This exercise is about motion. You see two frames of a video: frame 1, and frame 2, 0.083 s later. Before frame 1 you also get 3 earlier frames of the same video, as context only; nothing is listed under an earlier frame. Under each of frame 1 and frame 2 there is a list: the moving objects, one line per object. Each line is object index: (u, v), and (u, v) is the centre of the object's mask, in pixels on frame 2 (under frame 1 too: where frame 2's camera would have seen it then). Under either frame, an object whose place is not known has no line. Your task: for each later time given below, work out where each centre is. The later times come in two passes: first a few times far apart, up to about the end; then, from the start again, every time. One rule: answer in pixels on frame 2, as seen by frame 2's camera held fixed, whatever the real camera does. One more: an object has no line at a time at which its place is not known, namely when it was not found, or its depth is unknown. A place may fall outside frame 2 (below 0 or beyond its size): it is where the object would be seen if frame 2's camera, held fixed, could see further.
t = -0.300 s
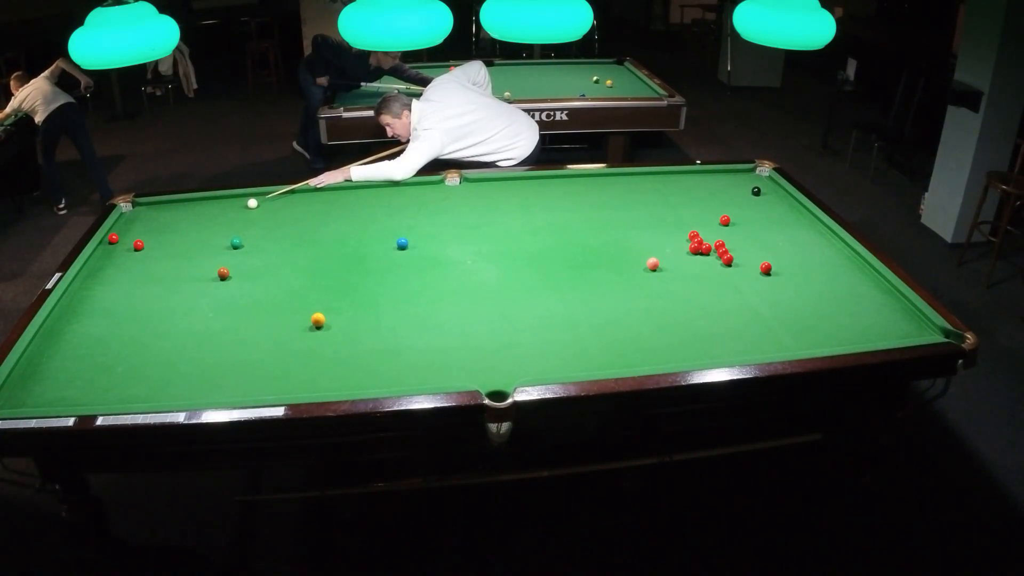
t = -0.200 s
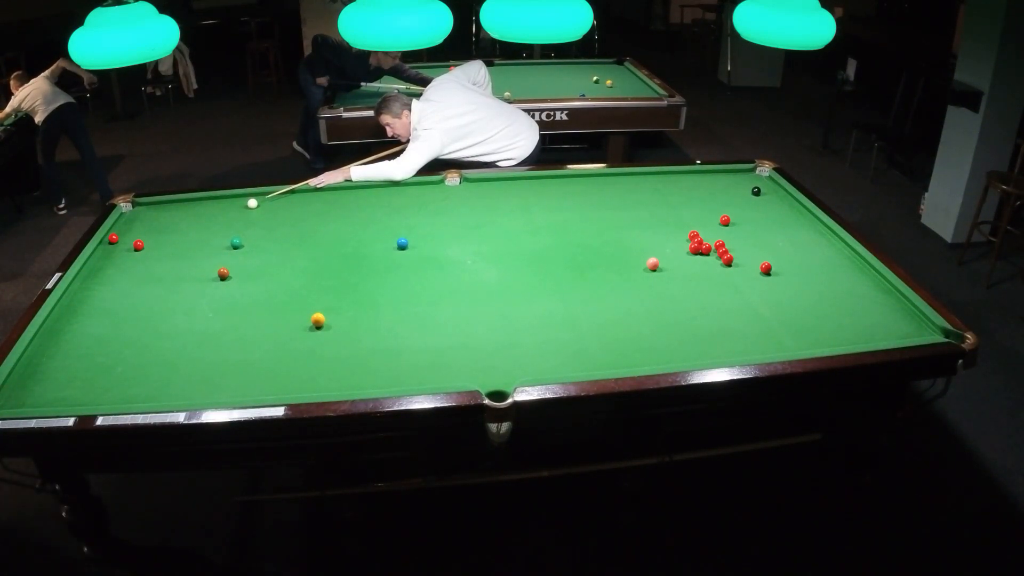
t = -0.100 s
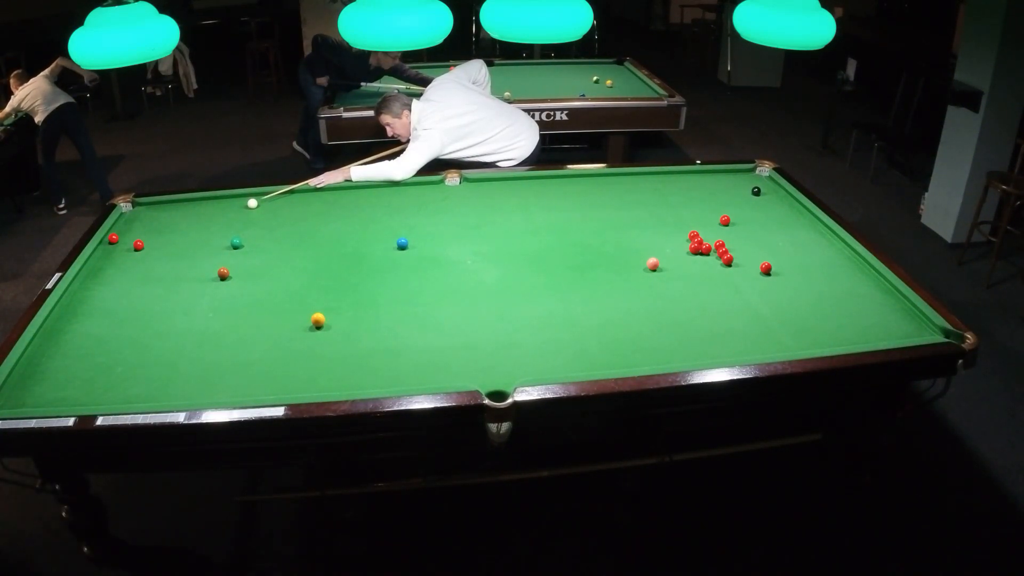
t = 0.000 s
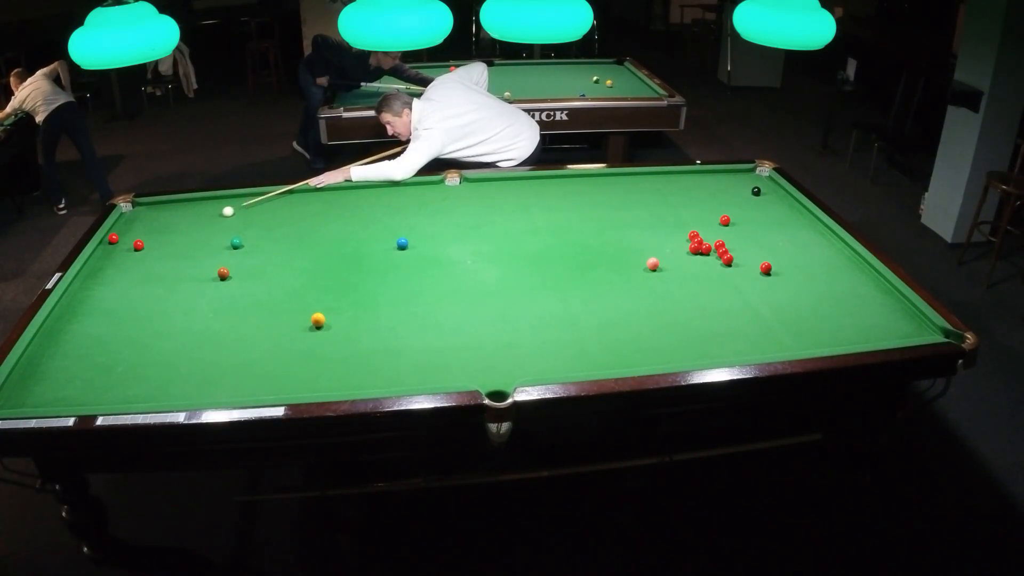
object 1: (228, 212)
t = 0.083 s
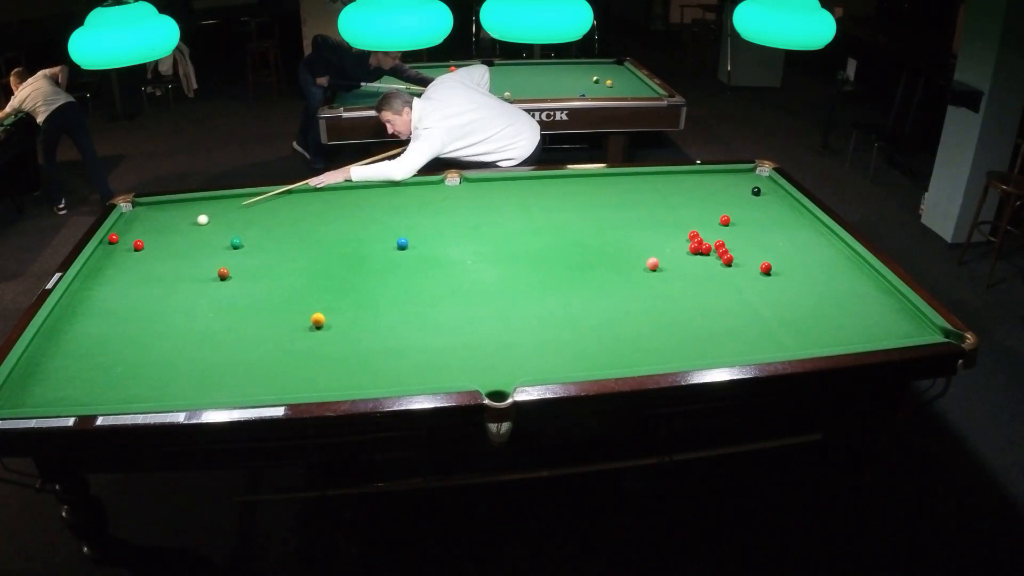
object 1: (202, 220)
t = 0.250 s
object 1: (151, 237)
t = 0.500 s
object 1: (108, 244)
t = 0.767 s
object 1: (153, 238)
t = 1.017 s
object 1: (192, 233)
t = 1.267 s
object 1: (233, 228)
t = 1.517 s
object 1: (273, 223)
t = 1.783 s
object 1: (313, 219)
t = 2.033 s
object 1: (350, 215)
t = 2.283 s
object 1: (385, 212)
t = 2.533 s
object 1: (419, 209)
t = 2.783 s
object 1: (451, 205)
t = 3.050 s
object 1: (483, 203)
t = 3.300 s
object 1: (512, 200)
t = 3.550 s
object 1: (538, 198)
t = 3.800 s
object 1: (563, 196)
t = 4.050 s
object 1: (586, 194)
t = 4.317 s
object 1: (608, 192)
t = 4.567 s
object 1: (628, 191)
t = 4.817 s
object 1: (645, 190)
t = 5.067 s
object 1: (661, 188)
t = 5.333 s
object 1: (676, 187)
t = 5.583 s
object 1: (689, 186)
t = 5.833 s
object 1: (700, 185)
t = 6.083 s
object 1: (711, 184)
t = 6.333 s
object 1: (720, 184)
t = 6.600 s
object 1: (728, 183)
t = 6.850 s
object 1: (735, 183)
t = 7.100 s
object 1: (741, 182)
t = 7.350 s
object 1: (745, 182)
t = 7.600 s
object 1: (749, 182)
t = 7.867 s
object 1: (752, 181)
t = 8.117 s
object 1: (754, 181)
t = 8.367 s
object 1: (755, 181)
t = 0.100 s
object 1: (197, 222)
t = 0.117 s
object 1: (192, 223)
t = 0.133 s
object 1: (187, 225)
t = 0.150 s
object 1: (182, 227)
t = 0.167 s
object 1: (177, 229)
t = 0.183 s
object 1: (172, 230)
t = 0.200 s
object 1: (167, 232)
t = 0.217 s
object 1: (162, 234)
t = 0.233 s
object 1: (156, 235)
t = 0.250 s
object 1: (151, 237)
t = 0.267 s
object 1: (146, 239)
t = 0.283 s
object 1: (142, 239)
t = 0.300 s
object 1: (138, 239)
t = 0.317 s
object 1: (134, 240)
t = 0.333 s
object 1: (130, 240)
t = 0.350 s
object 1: (127, 241)
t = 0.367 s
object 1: (123, 242)
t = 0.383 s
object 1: (119, 242)
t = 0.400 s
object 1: (115, 242)
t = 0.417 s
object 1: (111, 243)
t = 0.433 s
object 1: (107, 244)
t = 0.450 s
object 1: (104, 244)
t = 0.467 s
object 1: (102, 244)
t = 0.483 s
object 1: (105, 244)
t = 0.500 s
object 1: (108, 244)
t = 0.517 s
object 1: (111, 243)
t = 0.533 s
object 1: (114, 243)
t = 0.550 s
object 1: (117, 242)
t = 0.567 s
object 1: (120, 242)
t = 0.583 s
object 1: (123, 242)
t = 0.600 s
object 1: (125, 241)
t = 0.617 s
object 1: (128, 241)
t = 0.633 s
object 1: (131, 241)
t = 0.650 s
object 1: (133, 240)
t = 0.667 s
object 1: (136, 240)
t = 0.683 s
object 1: (139, 240)
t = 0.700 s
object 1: (142, 239)
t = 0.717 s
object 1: (145, 239)
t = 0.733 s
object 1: (147, 239)
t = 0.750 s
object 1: (150, 238)
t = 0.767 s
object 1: (153, 238)
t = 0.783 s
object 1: (156, 238)
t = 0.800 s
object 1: (158, 237)
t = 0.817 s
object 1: (161, 237)
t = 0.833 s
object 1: (164, 237)
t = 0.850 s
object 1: (167, 236)
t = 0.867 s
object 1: (169, 236)
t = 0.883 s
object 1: (172, 235)
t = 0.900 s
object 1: (175, 235)
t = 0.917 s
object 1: (178, 235)
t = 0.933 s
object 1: (180, 235)
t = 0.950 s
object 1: (183, 234)
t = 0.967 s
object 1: (186, 234)
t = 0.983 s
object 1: (188, 233)
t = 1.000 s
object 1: (191, 233)
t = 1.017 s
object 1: (192, 233)
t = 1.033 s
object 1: (195, 233)
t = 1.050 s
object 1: (198, 232)
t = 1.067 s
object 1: (201, 232)
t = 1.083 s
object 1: (203, 231)
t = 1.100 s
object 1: (206, 231)
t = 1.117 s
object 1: (209, 231)
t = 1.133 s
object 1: (211, 231)
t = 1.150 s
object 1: (214, 230)
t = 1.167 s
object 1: (217, 230)
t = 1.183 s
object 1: (219, 230)
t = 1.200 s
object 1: (222, 229)
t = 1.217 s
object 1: (225, 229)
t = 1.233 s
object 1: (228, 229)
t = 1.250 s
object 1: (230, 228)
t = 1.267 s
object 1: (233, 228)
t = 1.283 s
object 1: (236, 228)
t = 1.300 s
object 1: (238, 228)
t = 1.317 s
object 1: (241, 227)
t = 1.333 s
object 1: (244, 227)
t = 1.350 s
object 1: (246, 227)
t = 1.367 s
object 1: (249, 226)
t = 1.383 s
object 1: (252, 226)
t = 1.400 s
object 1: (254, 226)
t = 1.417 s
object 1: (257, 225)
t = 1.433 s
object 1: (259, 225)
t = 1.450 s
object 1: (262, 225)
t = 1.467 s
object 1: (265, 224)
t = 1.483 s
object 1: (267, 224)
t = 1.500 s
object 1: (270, 224)
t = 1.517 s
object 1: (273, 223)
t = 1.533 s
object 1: (275, 223)
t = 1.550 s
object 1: (277, 223)
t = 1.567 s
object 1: (280, 223)
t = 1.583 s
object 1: (283, 223)
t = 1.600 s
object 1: (285, 222)
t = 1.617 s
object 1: (288, 222)
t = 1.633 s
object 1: (290, 222)
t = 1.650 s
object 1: (293, 221)
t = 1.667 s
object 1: (295, 221)
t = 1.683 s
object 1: (298, 221)
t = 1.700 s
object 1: (301, 221)
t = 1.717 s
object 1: (303, 220)
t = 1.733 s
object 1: (306, 220)
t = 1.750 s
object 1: (308, 220)
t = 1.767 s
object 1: (311, 220)
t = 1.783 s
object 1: (313, 219)
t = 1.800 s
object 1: (316, 219)
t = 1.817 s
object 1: (318, 219)
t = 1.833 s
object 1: (320, 218)
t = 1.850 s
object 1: (323, 218)
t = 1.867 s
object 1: (326, 218)
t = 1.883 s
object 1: (328, 217)
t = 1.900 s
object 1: (330, 217)
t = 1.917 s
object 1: (333, 217)
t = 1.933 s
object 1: (336, 217)
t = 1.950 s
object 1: (338, 216)
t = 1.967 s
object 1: (340, 216)
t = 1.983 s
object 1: (343, 216)
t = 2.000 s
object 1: (345, 216)
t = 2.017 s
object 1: (348, 215)
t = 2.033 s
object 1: (350, 215)
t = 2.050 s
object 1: (352, 215)
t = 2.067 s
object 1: (355, 215)
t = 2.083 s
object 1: (357, 215)
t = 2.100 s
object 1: (360, 214)
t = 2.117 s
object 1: (362, 214)
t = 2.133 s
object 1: (364, 214)
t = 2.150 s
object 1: (367, 213)
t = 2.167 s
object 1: (369, 213)
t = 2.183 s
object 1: (371, 213)
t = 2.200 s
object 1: (374, 213)
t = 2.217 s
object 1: (376, 213)
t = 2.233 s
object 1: (378, 213)
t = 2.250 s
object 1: (381, 212)
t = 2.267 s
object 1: (383, 212)
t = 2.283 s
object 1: (385, 212)
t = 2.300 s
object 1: (388, 212)
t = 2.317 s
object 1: (390, 211)
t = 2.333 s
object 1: (392, 211)
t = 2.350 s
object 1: (395, 211)
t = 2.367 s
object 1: (397, 211)
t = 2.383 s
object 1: (399, 210)
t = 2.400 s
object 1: (401, 210)
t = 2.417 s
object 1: (404, 210)
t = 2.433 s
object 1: (406, 210)
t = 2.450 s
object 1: (408, 210)
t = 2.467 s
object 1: (410, 209)
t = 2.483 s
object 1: (413, 209)
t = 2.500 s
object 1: (415, 209)
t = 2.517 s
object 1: (417, 209)
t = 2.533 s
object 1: (419, 209)
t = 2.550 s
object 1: (421, 208)
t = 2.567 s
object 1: (424, 208)
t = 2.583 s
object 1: (426, 208)
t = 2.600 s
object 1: (428, 208)
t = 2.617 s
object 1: (430, 207)
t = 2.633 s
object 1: (432, 207)
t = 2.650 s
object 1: (434, 207)
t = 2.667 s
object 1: (436, 207)
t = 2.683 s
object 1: (439, 207)
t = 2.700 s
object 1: (441, 206)
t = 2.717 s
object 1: (443, 206)
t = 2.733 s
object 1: (445, 206)
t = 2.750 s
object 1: (447, 206)
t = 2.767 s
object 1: (449, 206)
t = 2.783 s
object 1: (451, 205)
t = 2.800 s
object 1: (453, 205)
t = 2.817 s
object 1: (455, 205)
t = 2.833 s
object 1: (457, 205)
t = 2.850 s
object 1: (459, 205)
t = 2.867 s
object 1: (461, 204)
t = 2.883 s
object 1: (463, 204)
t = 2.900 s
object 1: (465, 204)
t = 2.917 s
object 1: (467, 204)
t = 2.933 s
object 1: (469, 204)
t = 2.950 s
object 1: (471, 204)
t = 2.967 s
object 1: (473, 203)
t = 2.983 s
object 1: (475, 203)
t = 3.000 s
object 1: (477, 203)
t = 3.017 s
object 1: (479, 203)
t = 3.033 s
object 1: (481, 203)
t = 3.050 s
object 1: (483, 203)
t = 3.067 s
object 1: (485, 202)
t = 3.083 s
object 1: (487, 202)
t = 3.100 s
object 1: (489, 202)
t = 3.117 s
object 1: (491, 202)
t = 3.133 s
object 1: (493, 202)
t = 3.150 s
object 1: (495, 202)
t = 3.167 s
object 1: (497, 202)
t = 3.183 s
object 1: (499, 201)
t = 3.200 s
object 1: (501, 201)
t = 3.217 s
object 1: (502, 201)
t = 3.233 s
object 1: (504, 201)
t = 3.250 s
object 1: (506, 201)
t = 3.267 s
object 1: (508, 201)
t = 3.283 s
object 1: (510, 200)
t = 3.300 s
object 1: (512, 200)
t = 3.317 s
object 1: (513, 200)
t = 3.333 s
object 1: (515, 200)
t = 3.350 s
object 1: (517, 200)
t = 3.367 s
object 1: (519, 200)
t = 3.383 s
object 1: (521, 199)
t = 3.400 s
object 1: (522, 199)
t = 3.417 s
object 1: (524, 199)
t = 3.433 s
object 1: (526, 199)
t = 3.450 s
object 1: (528, 199)
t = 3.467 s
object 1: (529, 199)
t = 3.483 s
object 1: (531, 199)
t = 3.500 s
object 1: (533, 198)
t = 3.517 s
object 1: (534, 198)
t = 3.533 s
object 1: (536, 198)
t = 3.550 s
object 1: (538, 198)
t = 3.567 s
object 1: (540, 198)
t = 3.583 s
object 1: (541, 198)
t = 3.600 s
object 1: (543, 198)
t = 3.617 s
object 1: (545, 198)
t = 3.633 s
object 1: (546, 197)
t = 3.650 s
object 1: (548, 197)
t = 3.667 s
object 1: (550, 197)
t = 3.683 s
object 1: (551, 197)
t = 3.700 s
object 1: (553, 197)
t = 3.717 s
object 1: (555, 197)
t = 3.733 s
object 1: (556, 196)
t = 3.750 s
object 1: (558, 196)
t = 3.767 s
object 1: (560, 196)
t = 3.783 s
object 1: (561, 196)
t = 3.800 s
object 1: (563, 196)
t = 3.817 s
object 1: (564, 196)
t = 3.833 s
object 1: (566, 196)
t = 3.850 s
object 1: (567, 196)
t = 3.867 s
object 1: (569, 196)
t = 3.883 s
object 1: (570, 195)
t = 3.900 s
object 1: (572, 195)
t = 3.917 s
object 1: (574, 195)
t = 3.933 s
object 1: (575, 195)
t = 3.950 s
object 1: (577, 195)
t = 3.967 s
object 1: (578, 195)
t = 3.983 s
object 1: (580, 195)
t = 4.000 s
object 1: (581, 195)
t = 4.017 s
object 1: (583, 194)
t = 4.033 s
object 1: (584, 194)
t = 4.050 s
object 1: (586, 194)
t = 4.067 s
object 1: (587, 194)
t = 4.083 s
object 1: (589, 194)
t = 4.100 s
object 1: (590, 194)
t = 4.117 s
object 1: (592, 194)
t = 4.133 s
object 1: (593, 194)
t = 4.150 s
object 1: (594, 193)
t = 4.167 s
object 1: (596, 193)
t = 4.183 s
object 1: (597, 193)
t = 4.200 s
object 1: (599, 193)
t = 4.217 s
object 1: (600, 193)
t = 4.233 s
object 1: (602, 193)
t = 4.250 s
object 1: (603, 193)
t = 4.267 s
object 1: (604, 193)
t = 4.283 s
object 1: (606, 193)
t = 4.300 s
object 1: (607, 192)
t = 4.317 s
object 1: (608, 192)
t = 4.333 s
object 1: (610, 192)
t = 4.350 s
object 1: (611, 192)
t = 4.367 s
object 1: (612, 192)
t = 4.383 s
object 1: (614, 192)
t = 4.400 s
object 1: (615, 192)
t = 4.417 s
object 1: (616, 192)
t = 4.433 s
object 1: (617, 192)
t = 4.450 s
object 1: (619, 192)
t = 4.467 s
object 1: (620, 191)
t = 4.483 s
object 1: (621, 191)
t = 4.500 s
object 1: (622, 191)
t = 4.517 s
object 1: (624, 191)
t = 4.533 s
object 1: (625, 191)
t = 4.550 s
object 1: (626, 191)
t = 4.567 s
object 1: (628, 191)
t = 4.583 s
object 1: (629, 191)
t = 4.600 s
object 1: (630, 191)
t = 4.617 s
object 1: (631, 191)
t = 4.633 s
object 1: (632, 191)
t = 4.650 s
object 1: (634, 190)
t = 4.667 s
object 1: (635, 190)
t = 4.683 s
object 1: (636, 190)
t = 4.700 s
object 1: (637, 190)
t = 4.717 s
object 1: (638, 190)
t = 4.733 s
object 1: (639, 190)
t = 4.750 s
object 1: (640, 190)
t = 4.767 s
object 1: (642, 190)
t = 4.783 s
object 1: (643, 190)
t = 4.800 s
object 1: (644, 190)
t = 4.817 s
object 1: (645, 190)
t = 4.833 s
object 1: (646, 189)
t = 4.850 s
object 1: (647, 189)
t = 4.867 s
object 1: (648, 189)
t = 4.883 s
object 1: (649, 189)
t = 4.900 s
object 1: (651, 189)
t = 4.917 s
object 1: (652, 189)
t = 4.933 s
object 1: (653, 189)
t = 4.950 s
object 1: (654, 189)
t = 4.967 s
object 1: (655, 189)
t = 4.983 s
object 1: (656, 189)
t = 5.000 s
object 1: (657, 189)
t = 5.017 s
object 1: (658, 188)
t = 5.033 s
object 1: (659, 189)
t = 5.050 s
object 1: (660, 188)
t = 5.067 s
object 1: (661, 188)
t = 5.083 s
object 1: (662, 188)
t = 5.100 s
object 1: (663, 188)
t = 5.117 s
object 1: (664, 188)
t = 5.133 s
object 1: (665, 188)
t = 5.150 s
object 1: (666, 188)
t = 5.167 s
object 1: (667, 188)
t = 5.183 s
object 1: (668, 188)
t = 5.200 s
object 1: (669, 187)
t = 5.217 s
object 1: (670, 188)
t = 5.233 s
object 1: (671, 187)
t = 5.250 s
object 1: (672, 187)
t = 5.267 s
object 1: (673, 187)
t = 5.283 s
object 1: (674, 187)
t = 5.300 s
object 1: (675, 187)
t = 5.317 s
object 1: (676, 187)
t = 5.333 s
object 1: (676, 187)
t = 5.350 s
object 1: (677, 187)
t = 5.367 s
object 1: (678, 187)
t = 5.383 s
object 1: (679, 187)
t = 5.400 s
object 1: (680, 187)
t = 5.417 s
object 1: (681, 187)
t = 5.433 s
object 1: (681, 187)
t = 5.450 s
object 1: (682, 186)
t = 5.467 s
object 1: (683, 186)
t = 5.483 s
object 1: (684, 186)
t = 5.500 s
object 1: (685, 186)
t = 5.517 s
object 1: (686, 186)
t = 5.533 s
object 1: (687, 186)
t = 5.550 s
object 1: (688, 186)
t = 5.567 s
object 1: (689, 186)
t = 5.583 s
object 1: (689, 186)
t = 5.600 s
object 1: (690, 186)
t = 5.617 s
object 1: (691, 186)
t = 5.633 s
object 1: (692, 186)
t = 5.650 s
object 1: (692, 186)
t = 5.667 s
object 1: (693, 186)
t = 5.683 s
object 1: (694, 185)
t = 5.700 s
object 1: (695, 186)
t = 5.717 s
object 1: (696, 185)
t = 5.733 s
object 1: (696, 185)
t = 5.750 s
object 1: (697, 185)
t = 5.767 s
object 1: (698, 185)
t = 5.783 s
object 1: (698, 185)
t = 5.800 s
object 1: (699, 185)
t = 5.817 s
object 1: (700, 185)
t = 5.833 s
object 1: (700, 185)
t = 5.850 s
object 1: (701, 185)
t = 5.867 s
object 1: (702, 185)
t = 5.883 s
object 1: (703, 185)
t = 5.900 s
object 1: (703, 185)
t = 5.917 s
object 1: (704, 185)
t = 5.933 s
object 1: (705, 185)
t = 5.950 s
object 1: (705, 185)
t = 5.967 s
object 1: (706, 185)
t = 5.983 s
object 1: (707, 185)
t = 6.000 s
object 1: (707, 185)
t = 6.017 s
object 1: (708, 185)
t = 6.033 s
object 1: (709, 184)
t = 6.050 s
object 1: (709, 184)
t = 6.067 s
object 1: (710, 184)
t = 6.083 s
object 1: (711, 184)
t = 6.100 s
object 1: (711, 184)
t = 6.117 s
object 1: (712, 184)
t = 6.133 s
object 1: (713, 184)
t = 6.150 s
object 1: (713, 184)
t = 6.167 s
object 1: (714, 184)
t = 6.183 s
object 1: (714, 184)
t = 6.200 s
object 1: (715, 184)
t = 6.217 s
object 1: (715, 184)
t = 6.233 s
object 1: (716, 184)
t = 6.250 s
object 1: (717, 184)
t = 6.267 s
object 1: (717, 184)
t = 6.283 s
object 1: (718, 184)
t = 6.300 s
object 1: (718, 184)
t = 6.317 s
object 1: (719, 184)
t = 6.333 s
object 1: (720, 184)
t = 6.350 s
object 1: (720, 184)
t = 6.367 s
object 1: (721, 183)
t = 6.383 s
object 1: (721, 183)
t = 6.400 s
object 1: (722, 183)
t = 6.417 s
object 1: (722, 183)
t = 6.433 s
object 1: (723, 183)
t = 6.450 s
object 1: (724, 183)
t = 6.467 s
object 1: (724, 183)
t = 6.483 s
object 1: (725, 183)
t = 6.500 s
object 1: (725, 183)
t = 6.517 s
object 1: (726, 183)
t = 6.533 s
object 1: (726, 183)
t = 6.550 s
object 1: (727, 183)
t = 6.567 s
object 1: (727, 183)
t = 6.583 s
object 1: (728, 183)
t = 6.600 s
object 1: (728, 183)
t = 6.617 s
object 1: (729, 183)
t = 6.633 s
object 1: (729, 183)
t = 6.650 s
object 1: (730, 183)
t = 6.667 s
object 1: (730, 183)
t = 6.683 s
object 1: (731, 183)
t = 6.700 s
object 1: (731, 183)
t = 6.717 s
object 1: (731, 183)
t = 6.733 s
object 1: (732, 183)
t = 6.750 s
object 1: (732, 183)
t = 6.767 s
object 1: (733, 183)
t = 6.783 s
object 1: (733, 183)
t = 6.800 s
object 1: (734, 183)
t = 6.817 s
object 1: (734, 183)
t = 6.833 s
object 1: (735, 183)
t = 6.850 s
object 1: (735, 183)
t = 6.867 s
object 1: (736, 183)
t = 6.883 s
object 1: (736, 183)
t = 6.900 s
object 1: (736, 183)
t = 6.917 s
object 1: (737, 183)
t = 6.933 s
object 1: (737, 183)
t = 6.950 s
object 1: (738, 183)
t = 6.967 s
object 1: (738, 183)
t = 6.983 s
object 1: (739, 182)
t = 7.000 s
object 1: (739, 183)
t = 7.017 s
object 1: (739, 182)
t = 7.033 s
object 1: (739, 182)
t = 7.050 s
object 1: (740, 182)
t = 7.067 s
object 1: (740, 182)
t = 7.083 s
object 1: (741, 182)
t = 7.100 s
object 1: (741, 182)
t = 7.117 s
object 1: (741, 182)
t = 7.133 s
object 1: (742, 182)
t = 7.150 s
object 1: (742, 182)
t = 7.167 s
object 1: (742, 182)
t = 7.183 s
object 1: (743, 182)
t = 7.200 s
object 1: (743, 182)
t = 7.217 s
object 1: (743, 182)
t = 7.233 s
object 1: (744, 182)
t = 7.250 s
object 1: (744, 182)
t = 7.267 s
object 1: (744, 182)
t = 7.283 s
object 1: (744, 182)
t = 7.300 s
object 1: (745, 182)
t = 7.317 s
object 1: (745, 182)
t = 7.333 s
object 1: (745, 182)
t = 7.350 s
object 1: (745, 182)
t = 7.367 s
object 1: (746, 182)
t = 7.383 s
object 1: (746, 182)
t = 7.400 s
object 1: (746, 182)
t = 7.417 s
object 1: (747, 182)
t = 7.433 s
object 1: (747, 182)
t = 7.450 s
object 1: (747, 182)
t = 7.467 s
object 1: (748, 182)
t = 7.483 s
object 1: (748, 182)
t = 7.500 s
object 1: (748, 182)
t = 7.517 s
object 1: (748, 182)
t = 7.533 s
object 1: (748, 182)
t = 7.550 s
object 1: (749, 182)
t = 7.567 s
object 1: (749, 182)
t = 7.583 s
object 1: (749, 182)
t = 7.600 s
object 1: (749, 182)
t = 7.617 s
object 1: (750, 182)
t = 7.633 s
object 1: (750, 182)
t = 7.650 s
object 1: (750, 182)
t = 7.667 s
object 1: (750, 182)
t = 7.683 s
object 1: (750, 182)
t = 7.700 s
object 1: (751, 182)
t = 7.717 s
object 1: (751, 182)
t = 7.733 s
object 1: (751, 182)
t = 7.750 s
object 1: (751, 182)
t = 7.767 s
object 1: (751, 182)
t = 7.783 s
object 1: (751, 182)
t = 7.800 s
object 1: (751, 182)
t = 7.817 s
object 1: (752, 182)
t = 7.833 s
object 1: (752, 182)
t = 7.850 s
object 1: (752, 182)
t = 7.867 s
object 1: (752, 181)
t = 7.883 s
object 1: (753, 182)
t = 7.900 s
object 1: (753, 181)
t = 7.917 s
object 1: (753, 182)
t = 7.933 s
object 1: (753, 182)
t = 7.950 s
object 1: (753, 181)
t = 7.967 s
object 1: (753, 181)
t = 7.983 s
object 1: (753, 181)
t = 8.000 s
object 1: (753, 181)
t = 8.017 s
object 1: (753, 181)
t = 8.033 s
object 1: (753, 182)
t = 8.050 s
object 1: (754, 181)
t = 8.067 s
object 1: (754, 181)
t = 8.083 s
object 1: (754, 181)
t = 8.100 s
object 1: (754, 181)
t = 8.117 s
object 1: (754, 181)
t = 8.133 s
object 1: (754, 181)
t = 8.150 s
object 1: (754, 181)
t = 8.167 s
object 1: (754, 181)
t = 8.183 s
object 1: (754, 181)
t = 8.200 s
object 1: (754, 181)
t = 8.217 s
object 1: (754, 181)
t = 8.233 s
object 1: (754, 181)
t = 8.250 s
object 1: (754, 181)
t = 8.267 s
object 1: (754, 181)
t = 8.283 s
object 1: (755, 181)
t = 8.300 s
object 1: (754, 181)
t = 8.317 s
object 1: (755, 181)
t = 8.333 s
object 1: (755, 181)
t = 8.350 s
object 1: (755, 181)
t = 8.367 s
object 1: (755, 181)
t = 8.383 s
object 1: (755, 181)
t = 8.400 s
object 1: (755, 181)
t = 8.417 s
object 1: (755, 181)
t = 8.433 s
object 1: (755, 181)
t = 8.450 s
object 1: (755, 181)
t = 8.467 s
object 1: (755, 181)
